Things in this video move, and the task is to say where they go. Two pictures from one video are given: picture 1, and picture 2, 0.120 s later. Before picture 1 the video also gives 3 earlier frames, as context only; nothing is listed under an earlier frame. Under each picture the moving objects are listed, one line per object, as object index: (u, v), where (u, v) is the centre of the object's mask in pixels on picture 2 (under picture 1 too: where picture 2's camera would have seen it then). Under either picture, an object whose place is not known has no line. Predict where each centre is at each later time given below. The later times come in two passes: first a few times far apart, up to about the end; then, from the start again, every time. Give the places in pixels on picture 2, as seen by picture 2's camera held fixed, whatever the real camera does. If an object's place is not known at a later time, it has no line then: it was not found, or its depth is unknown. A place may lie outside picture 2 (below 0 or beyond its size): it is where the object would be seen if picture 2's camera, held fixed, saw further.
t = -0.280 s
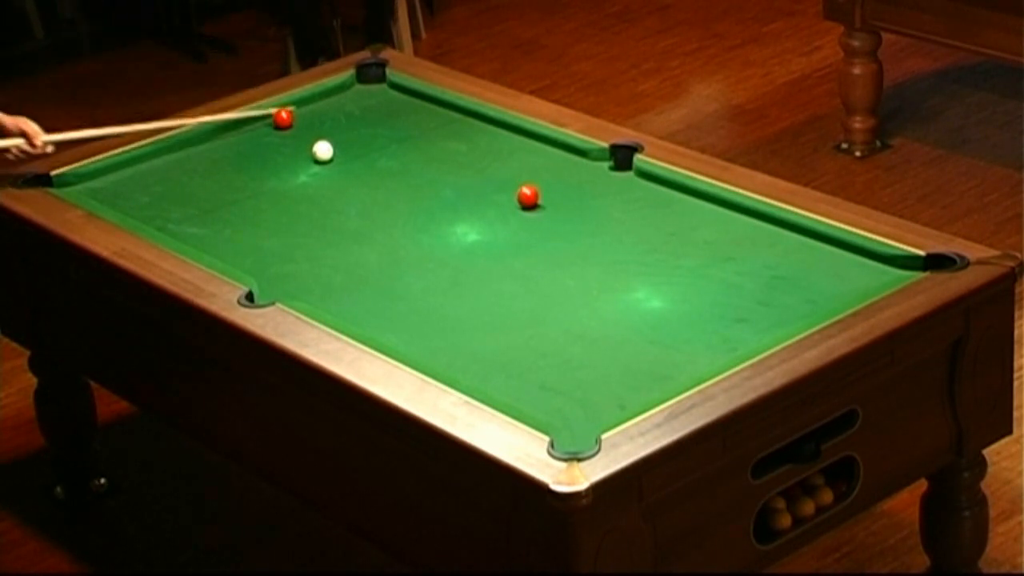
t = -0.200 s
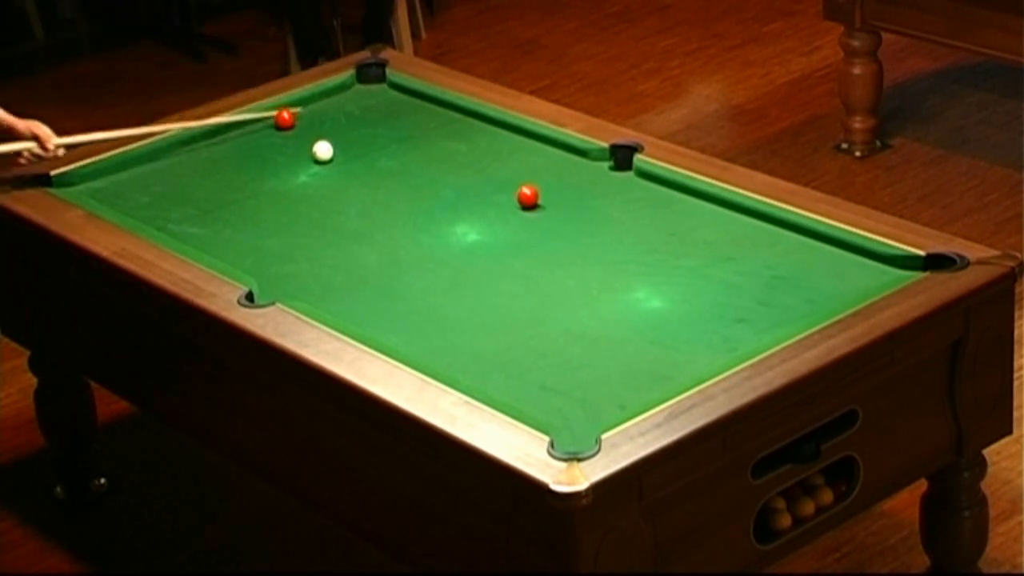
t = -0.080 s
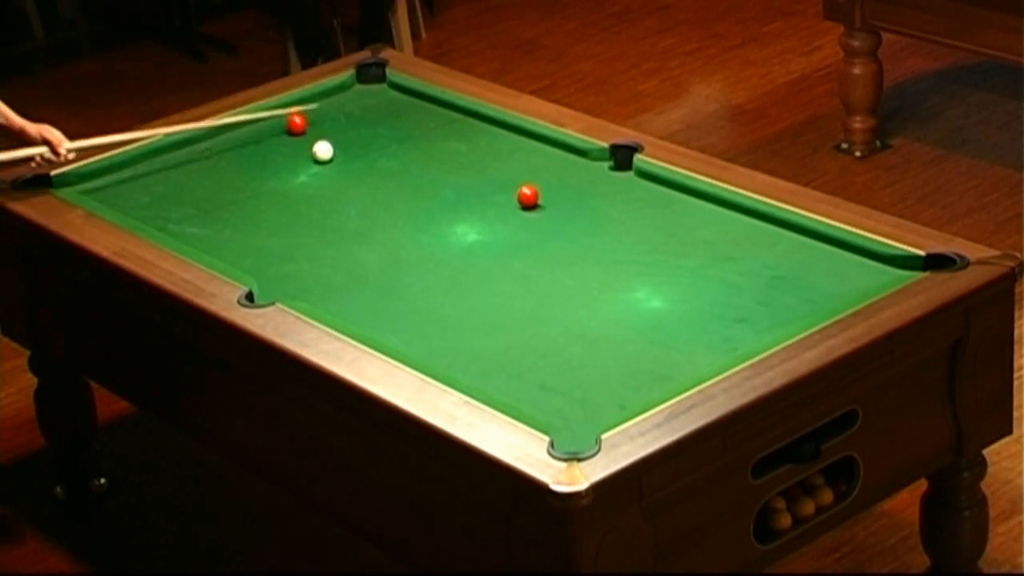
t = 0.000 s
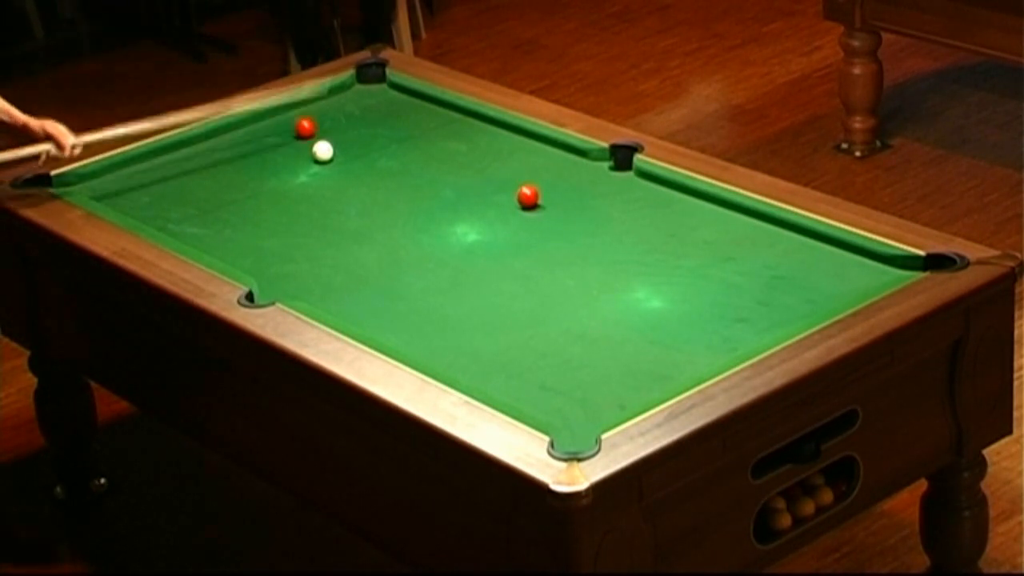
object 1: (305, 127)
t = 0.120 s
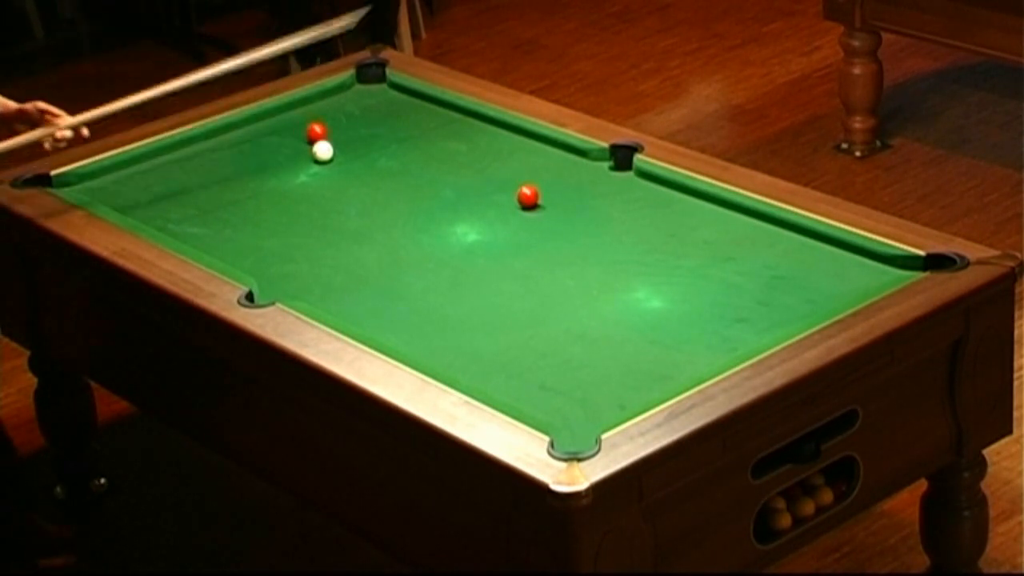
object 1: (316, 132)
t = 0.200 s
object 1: (325, 133)
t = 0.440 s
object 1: (349, 147)
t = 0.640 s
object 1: (367, 156)
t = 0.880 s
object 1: (389, 166)
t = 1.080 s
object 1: (407, 174)
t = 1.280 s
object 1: (424, 182)
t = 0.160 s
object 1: (320, 132)
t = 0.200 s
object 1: (325, 133)
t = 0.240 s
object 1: (330, 136)
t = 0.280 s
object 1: (334, 138)
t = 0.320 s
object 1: (338, 141)
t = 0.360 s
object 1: (341, 143)
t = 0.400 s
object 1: (345, 145)
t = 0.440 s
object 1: (349, 147)
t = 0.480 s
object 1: (352, 149)
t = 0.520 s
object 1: (356, 151)
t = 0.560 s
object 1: (360, 153)
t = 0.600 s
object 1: (364, 154)
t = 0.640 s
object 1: (367, 156)
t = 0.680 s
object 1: (371, 158)
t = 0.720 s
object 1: (374, 160)
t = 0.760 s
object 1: (379, 161)
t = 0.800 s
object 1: (382, 163)
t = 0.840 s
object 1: (386, 164)
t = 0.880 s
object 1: (389, 166)
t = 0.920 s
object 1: (393, 167)
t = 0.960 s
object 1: (396, 169)
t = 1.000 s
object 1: (400, 171)
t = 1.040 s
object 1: (403, 173)
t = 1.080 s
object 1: (407, 174)
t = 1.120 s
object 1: (410, 176)
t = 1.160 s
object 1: (414, 178)
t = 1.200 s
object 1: (417, 179)
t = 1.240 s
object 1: (420, 181)
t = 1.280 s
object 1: (424, 182)
